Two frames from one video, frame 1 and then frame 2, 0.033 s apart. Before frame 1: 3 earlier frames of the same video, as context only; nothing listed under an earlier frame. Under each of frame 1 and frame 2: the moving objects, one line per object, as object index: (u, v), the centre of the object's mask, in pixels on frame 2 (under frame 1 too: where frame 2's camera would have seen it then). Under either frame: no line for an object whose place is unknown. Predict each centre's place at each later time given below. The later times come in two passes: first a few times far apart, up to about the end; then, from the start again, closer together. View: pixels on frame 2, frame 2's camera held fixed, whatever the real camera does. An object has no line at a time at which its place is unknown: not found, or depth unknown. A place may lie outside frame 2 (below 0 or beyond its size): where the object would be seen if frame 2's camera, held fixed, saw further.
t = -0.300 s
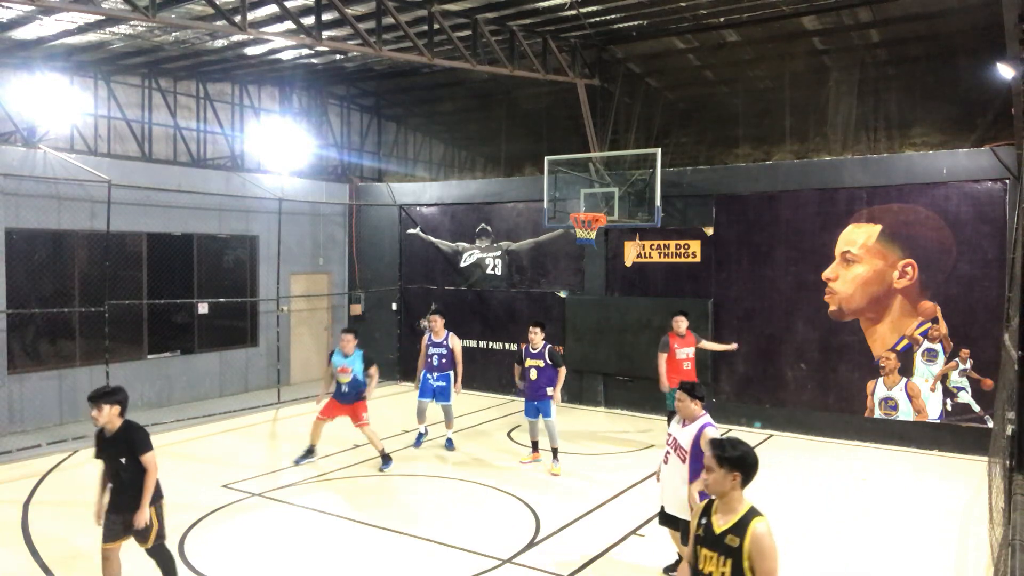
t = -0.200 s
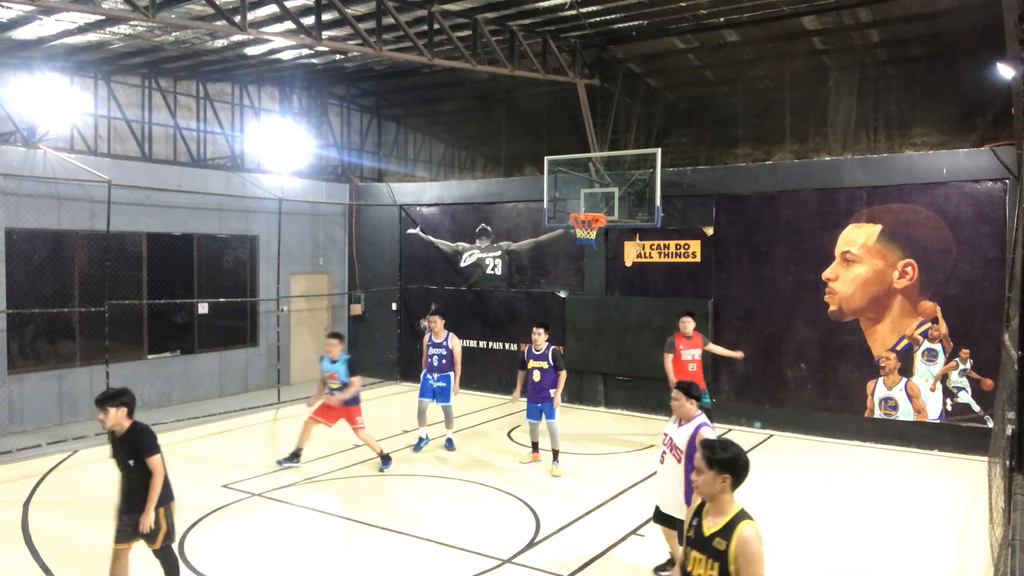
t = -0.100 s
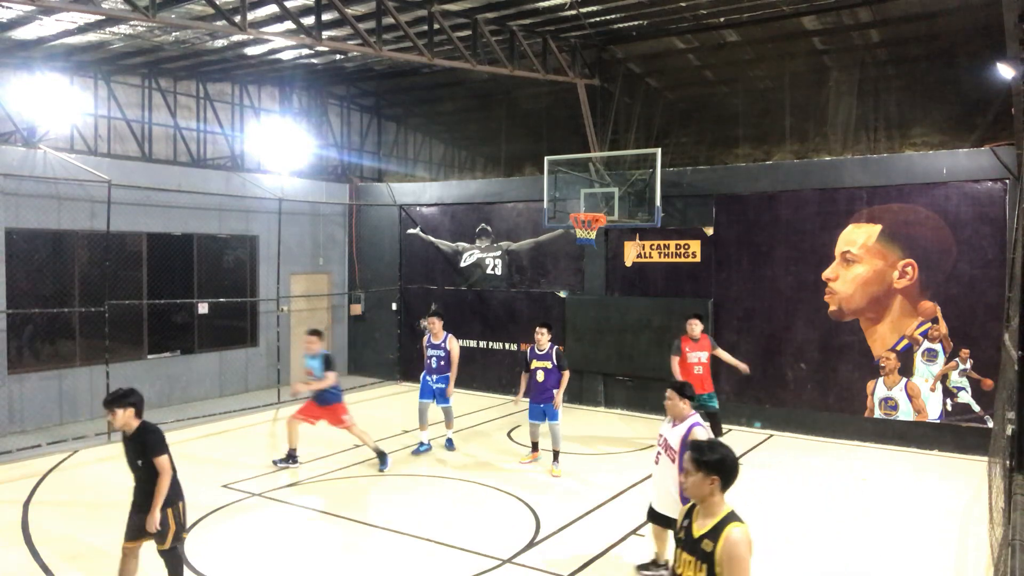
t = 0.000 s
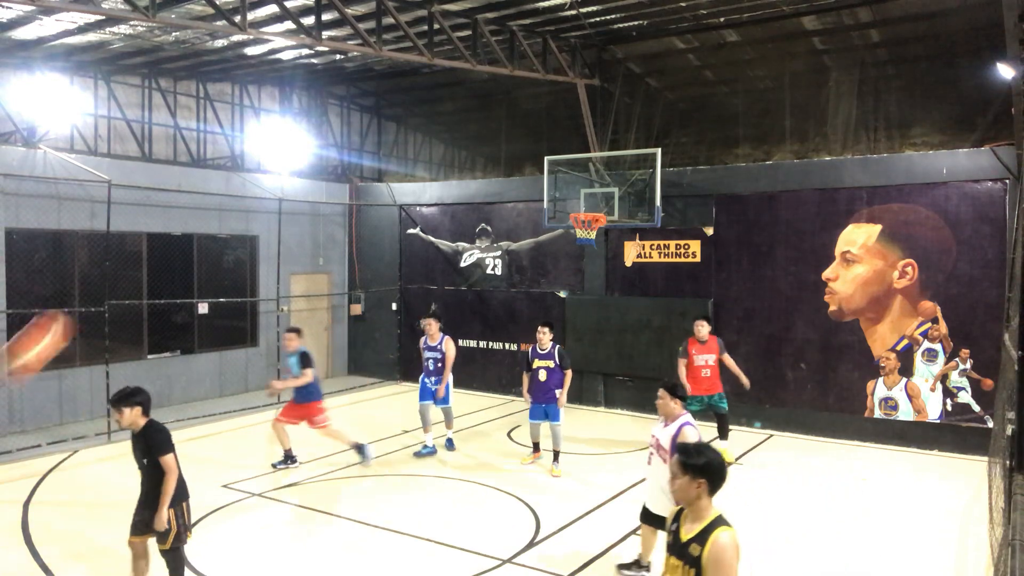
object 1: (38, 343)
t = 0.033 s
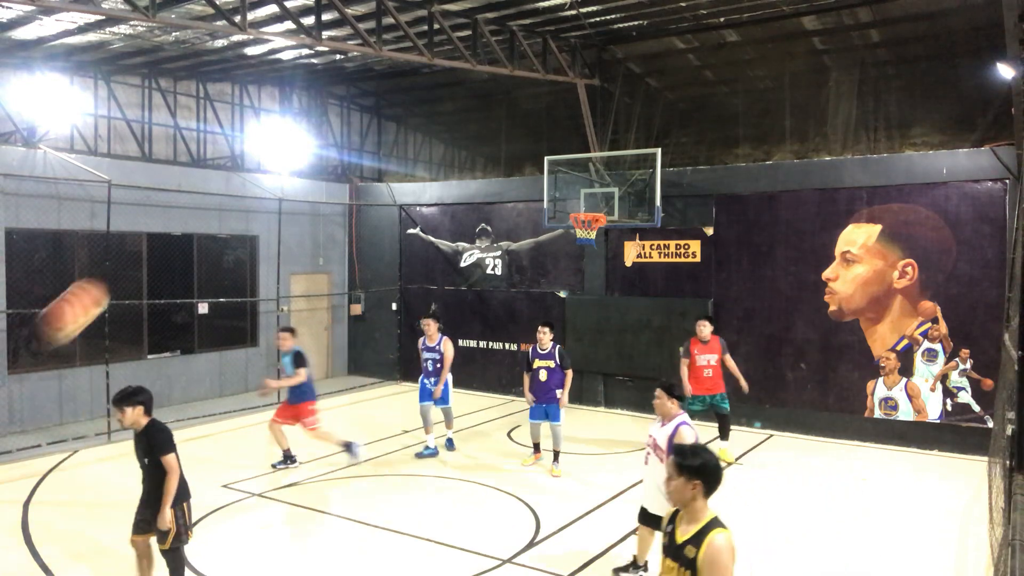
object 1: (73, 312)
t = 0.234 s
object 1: (247, 179)
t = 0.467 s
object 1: (396, 123)
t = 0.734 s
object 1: (504, 144)
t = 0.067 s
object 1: (108, 280)
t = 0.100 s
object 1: (140, 254)
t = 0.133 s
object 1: (171, 230)
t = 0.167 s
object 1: (202, 208)
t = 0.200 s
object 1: (230, 190)
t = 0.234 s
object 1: (247, 179)
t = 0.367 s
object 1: (344, 135)
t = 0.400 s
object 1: (362, 130)
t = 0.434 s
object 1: (381, 126)
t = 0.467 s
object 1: (396, 123)
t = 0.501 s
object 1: (411, 123)
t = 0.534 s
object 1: (426, 123)
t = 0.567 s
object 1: (441, 124)
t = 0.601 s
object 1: (455, 126)
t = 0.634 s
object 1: (468, 129)
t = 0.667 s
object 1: (481, 133)
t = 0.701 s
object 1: (492, 138)
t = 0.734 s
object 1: (504, 144)
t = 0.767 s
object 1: (515, 150)
